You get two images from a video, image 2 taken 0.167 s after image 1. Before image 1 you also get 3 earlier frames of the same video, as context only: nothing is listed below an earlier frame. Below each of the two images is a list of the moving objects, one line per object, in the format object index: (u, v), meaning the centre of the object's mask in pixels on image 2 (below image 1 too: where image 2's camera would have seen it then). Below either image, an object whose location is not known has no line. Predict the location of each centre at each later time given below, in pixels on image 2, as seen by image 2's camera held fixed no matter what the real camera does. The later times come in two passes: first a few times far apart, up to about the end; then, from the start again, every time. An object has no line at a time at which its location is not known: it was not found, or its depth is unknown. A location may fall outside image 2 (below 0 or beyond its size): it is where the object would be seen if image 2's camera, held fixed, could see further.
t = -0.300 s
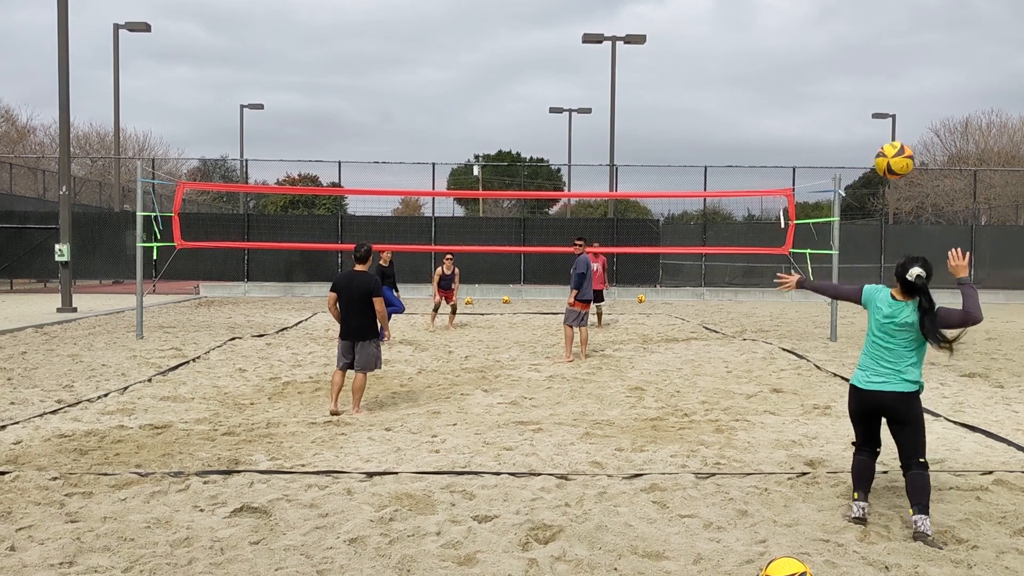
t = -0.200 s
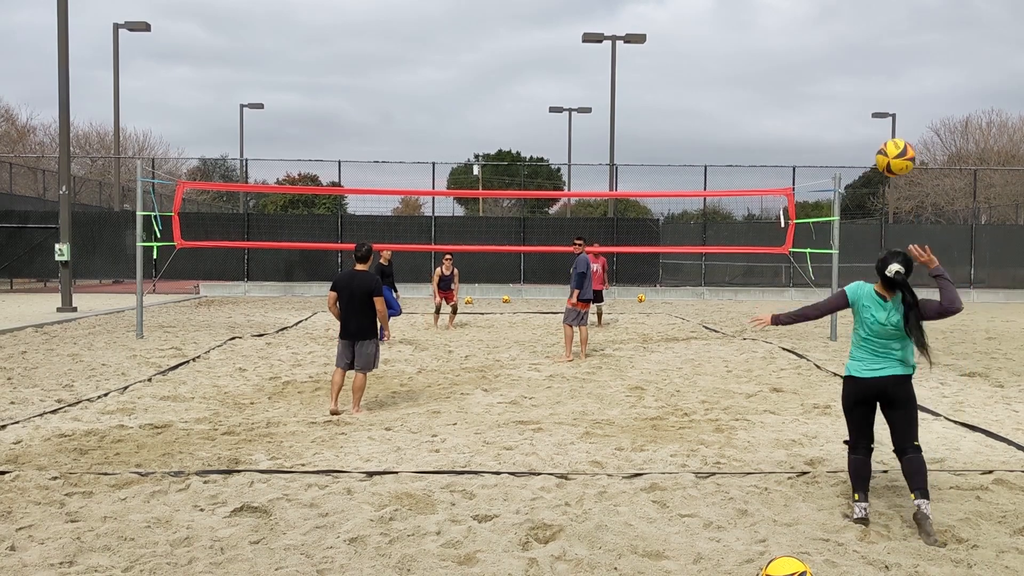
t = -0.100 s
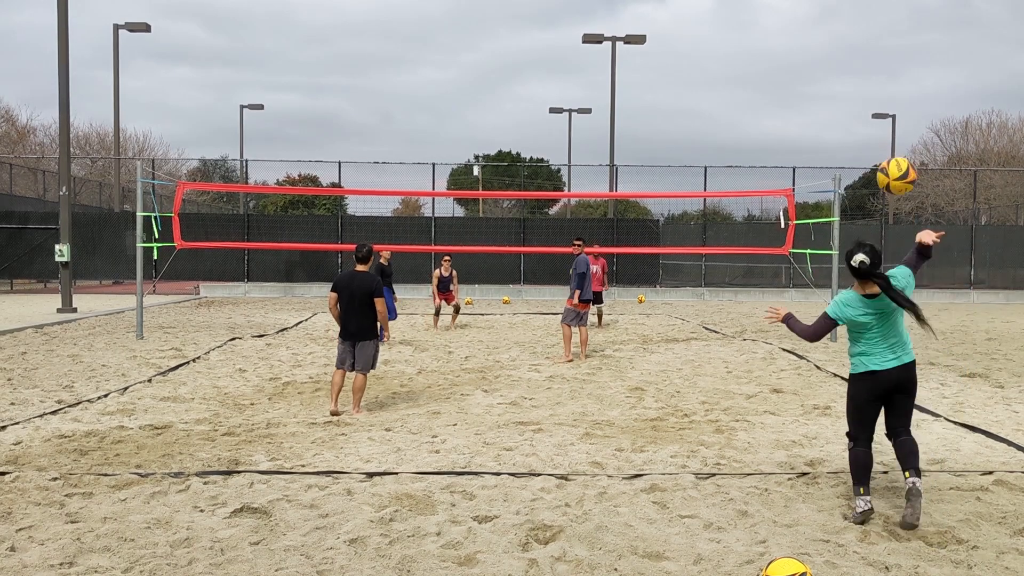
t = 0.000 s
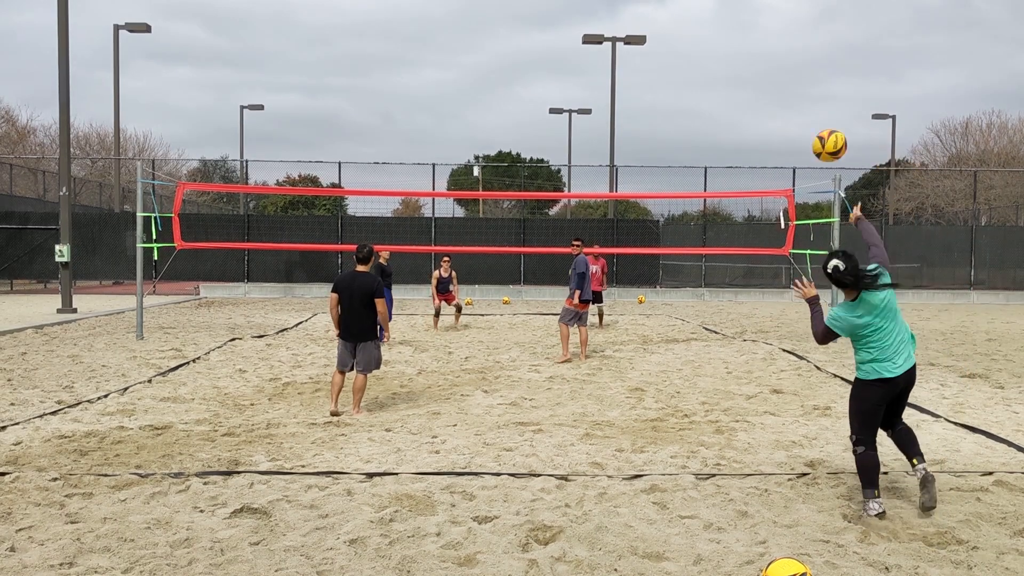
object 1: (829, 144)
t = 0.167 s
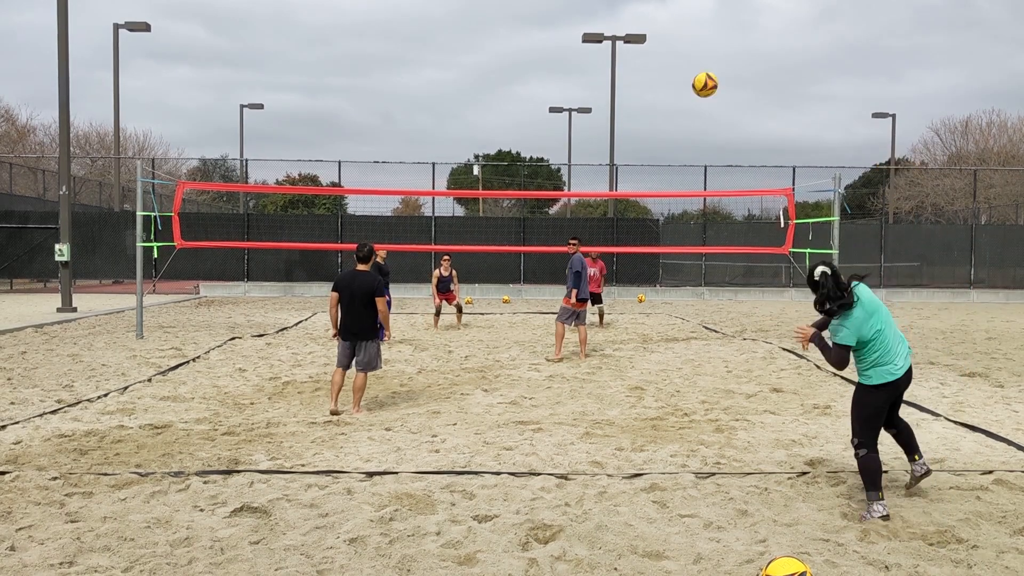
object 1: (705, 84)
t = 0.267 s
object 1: (655, 72)
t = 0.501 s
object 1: (576, 76)
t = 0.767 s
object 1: (516, 121)
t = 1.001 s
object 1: (478, 180)
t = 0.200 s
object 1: (687, 79)
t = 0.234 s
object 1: (670, 75)
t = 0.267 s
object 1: (655, 72)
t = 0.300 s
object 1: (641, 70)
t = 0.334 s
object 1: (629, 70)
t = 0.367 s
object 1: (616, 69)
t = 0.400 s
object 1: (606, 70)
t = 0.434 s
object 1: (595, 71)
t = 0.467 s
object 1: (585, 73)
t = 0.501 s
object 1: (576, 76)
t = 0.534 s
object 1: (567, 80)
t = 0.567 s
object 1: (559, 84)
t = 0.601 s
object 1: (550, 89)
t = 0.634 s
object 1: (543, 94)
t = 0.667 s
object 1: (536, 100)
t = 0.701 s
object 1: (529, 106)
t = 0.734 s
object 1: (522, 113)
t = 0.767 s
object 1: (516, 121)
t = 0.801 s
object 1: (510, 128)
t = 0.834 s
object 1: (504, 136)
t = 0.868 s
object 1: (498, 145)
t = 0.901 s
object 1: (493, 153)
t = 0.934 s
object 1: (487, 162)
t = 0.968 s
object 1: (483, 171)
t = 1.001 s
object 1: (478, 180)
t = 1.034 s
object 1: (473, 188)
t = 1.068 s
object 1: (468, 201)
